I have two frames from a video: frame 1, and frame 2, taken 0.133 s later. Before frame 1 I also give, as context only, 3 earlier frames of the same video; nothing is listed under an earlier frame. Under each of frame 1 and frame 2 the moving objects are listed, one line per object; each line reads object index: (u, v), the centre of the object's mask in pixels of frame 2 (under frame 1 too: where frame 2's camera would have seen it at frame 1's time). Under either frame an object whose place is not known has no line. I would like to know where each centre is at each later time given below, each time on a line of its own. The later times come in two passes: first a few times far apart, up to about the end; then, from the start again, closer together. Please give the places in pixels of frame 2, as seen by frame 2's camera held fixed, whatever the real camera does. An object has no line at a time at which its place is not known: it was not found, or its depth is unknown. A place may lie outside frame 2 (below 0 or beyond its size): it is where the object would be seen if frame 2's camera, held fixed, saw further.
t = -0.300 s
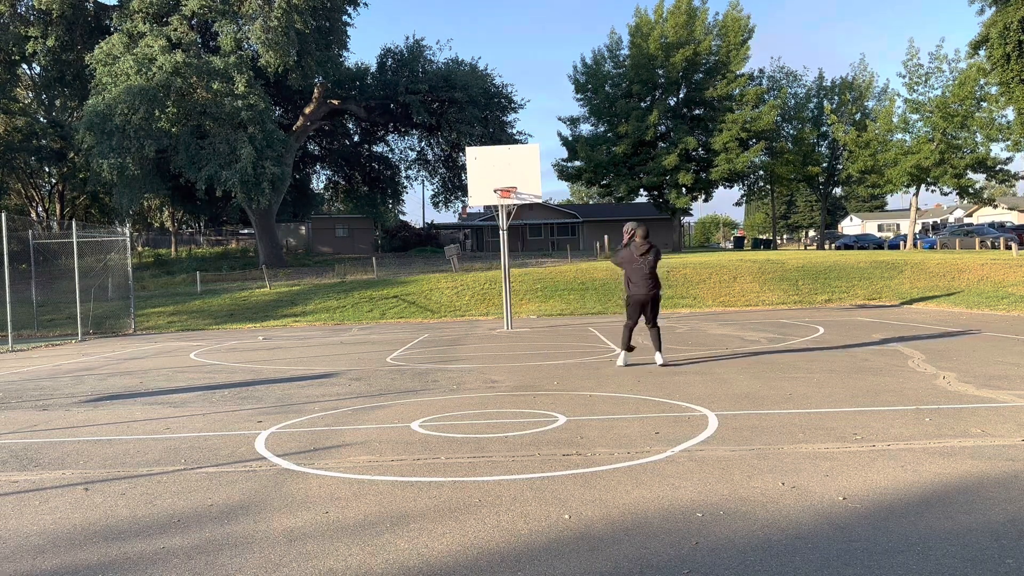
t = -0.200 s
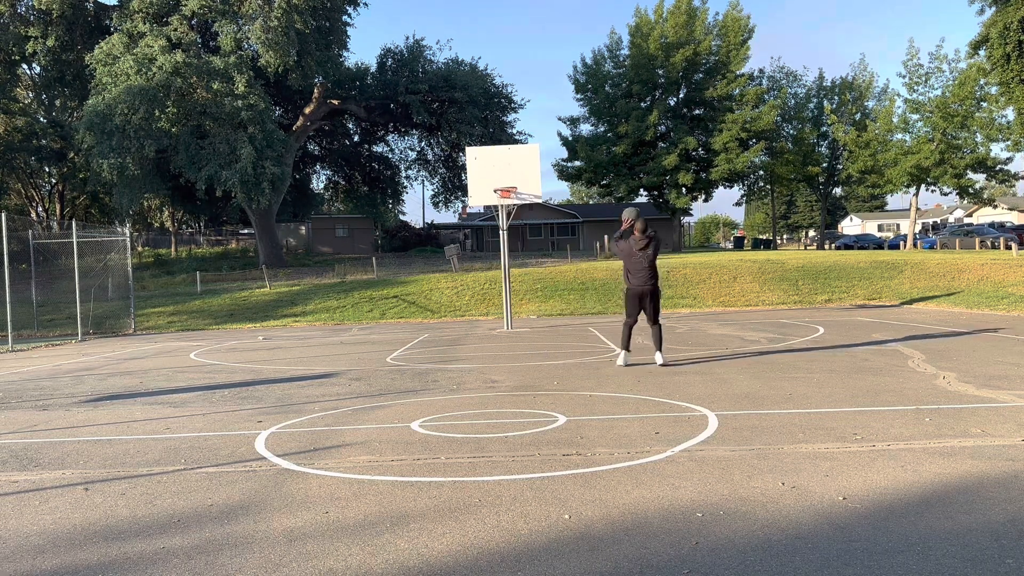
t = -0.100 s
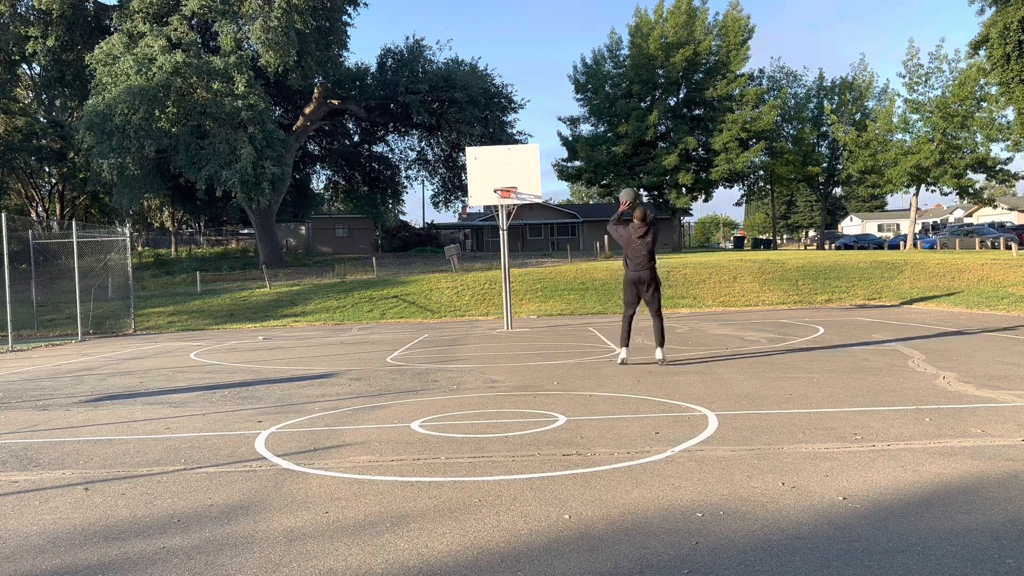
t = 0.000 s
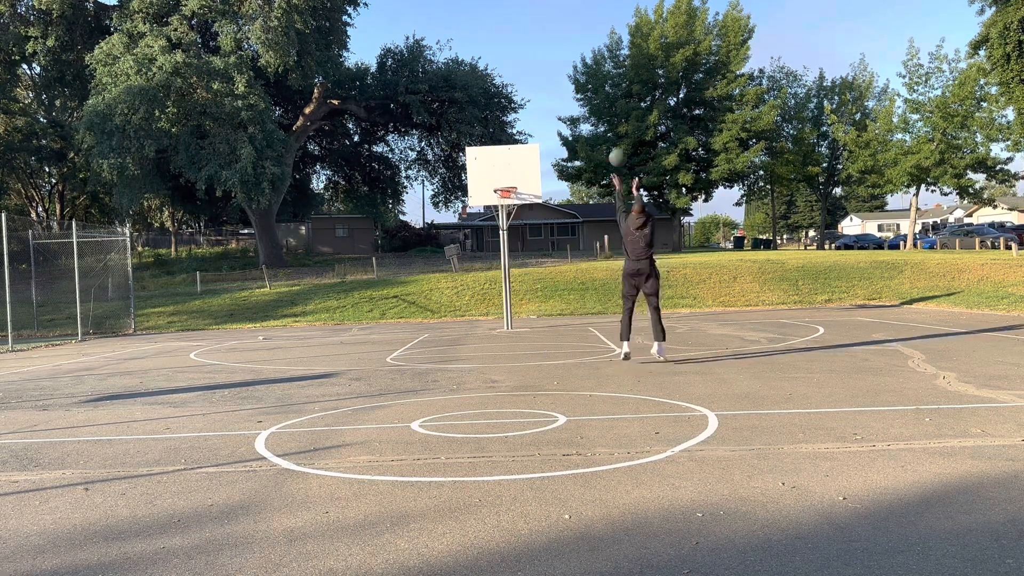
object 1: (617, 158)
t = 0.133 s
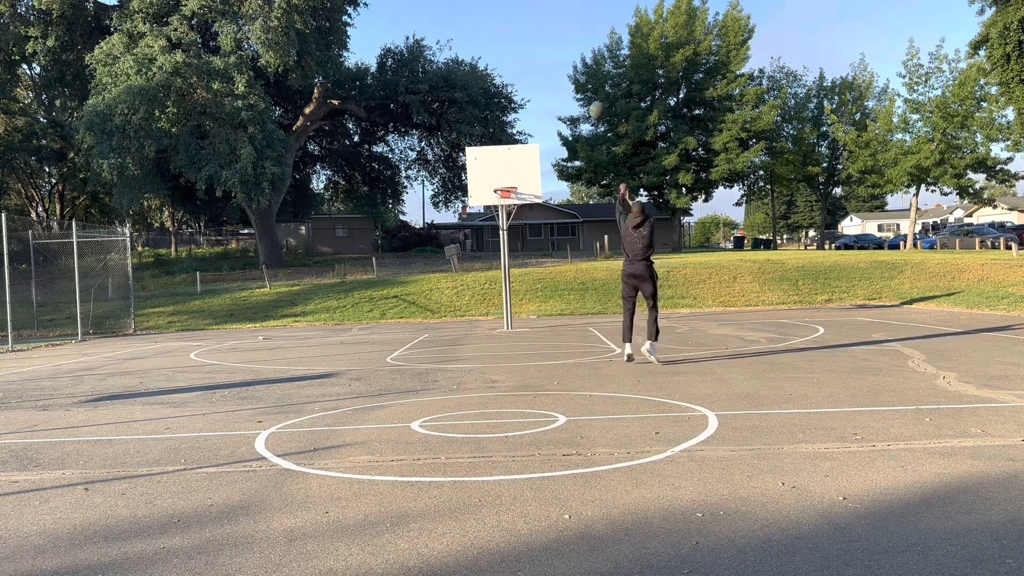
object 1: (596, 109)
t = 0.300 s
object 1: (576, 75)
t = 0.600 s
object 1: (546, 62)
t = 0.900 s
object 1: (525, 101)
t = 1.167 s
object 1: (509, 166)
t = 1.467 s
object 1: (502, 195)
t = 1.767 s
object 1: (503, 209)
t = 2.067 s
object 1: (508, 251)
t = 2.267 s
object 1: (516, 303)
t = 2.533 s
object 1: (523, 295)
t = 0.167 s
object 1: (591, 101)
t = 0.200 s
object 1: (587, 93)
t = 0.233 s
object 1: (583, 85)
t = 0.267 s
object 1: (579, 80)
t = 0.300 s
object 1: (576, 75)
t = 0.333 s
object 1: (572, 70)
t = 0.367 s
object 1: (568, 66)
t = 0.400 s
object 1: (565, 64)
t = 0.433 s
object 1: (562, 62)
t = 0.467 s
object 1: (558, 61)
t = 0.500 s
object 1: (555, 60)
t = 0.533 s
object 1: (552, 60)
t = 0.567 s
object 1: (549, 61)
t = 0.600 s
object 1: (546, 62)
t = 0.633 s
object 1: (543, 64)
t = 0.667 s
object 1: (541, 67)
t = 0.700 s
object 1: (538, 70)
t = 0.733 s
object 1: (536, 74)
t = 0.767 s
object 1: (533, 79)
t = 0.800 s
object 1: (531, 84)
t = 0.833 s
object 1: (529, 89)
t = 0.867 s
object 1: (527, 95)
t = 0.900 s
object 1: (525, 101)
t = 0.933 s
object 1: (522, 108)
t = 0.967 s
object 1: (521, 115)
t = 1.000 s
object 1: (518, 122)
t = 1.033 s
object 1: (517, 131)
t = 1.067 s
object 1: (514, 139)
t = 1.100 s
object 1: (513, 147)
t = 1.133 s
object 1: (511, 156)
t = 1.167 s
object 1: (509, 166)
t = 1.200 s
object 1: (508, 175)
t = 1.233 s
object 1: (506, 184)
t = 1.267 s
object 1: (505, 193)
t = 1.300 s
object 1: (505, 195)
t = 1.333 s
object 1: (504, 195)
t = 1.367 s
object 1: (504, 196)
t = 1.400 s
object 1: (503, 195)
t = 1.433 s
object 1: (503, 195)
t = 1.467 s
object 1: (502, 195)
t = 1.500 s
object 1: (502, 197)
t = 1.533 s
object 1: (501, 197)
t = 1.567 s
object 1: (502, 199)
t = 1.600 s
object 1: (501, 200)
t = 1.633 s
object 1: (502, 202)
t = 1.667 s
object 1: (502, 204)
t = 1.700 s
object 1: (502, 206)
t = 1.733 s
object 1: (502, 208)
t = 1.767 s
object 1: (503, 209)
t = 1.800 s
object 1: (503, 211)
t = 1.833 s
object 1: (504, 216)
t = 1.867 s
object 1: (506, 219)
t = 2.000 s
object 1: (509, 239)
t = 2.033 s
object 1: (508, 245)
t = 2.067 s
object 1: (508, 251)
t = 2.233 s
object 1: (515, 293)
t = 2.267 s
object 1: (516, 303)
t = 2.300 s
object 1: (517, 313)
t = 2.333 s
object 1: (517, 323)
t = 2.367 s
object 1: (519, 329)
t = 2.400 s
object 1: (518, 321)
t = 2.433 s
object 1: (521, 314)
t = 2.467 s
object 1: (522, 307)
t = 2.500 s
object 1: (523, 301)
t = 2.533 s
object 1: (523, 295)
